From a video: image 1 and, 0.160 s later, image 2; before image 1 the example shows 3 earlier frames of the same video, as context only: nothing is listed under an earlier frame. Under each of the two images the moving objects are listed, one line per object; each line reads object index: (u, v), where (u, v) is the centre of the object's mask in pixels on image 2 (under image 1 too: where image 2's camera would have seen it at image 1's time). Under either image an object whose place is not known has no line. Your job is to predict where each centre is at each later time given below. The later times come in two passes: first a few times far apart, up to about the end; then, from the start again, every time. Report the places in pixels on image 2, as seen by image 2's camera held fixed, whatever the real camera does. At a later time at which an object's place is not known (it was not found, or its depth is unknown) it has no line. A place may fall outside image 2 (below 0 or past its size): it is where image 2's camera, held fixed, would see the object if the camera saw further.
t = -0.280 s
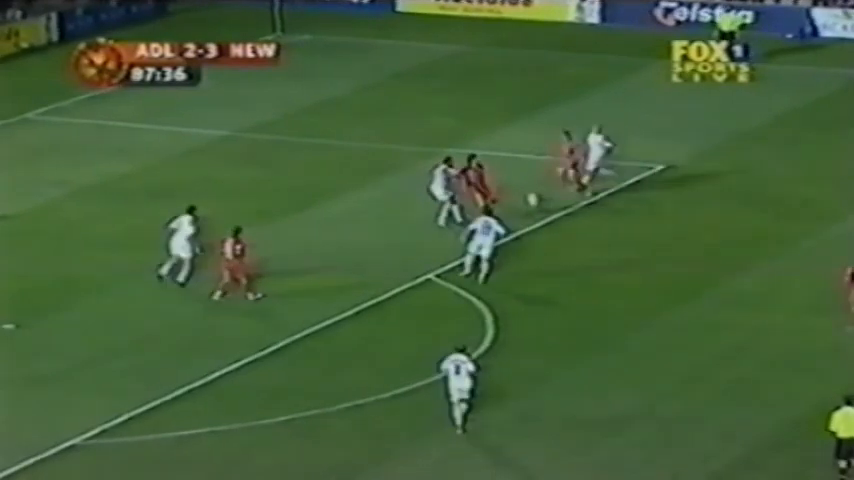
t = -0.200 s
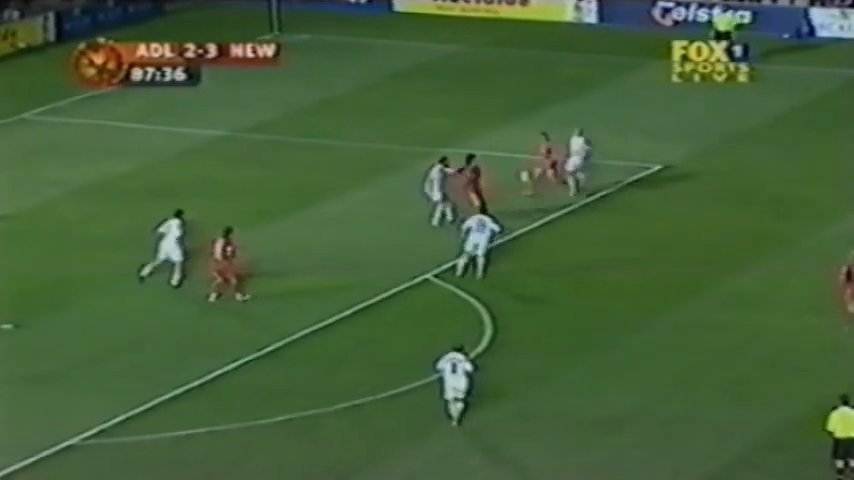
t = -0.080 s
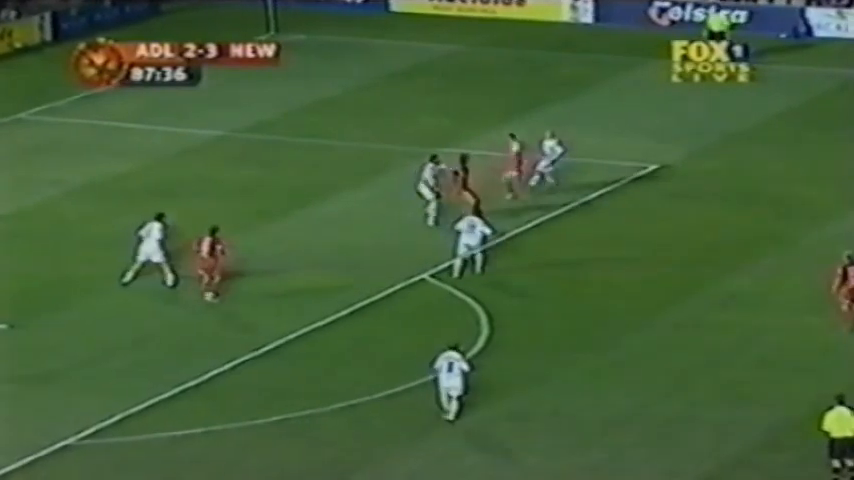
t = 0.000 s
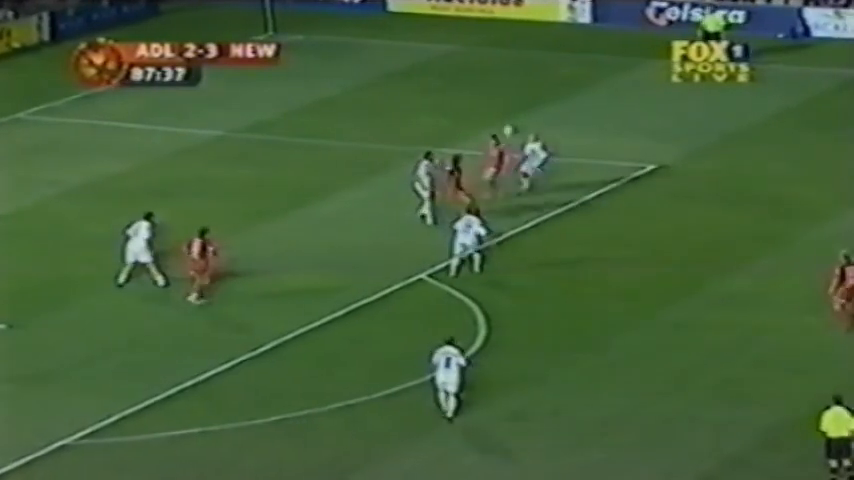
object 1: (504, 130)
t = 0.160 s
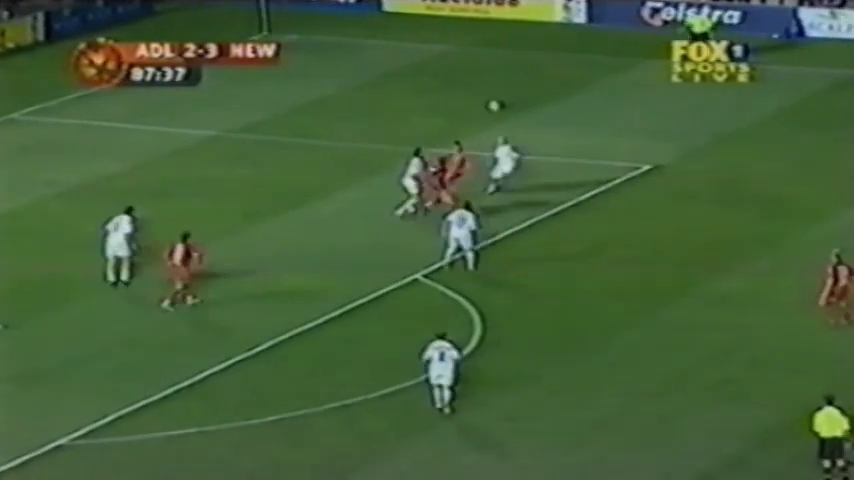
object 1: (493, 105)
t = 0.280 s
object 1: (486, 93)
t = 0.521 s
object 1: (469, 87)
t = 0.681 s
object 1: (460, 95)
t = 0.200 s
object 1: (491, 101)
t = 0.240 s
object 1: (488, 97)
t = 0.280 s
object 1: (486, 93)
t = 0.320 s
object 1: (482, 90)
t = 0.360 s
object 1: (480, 89)
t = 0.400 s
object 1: (476, 87)
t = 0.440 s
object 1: (474, 87)
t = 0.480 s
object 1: (471, 87)
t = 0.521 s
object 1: (469, 87)
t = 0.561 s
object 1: (466, 88)
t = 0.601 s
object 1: (464, 90)
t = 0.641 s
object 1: (462, 91)
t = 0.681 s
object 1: (460, 95)
